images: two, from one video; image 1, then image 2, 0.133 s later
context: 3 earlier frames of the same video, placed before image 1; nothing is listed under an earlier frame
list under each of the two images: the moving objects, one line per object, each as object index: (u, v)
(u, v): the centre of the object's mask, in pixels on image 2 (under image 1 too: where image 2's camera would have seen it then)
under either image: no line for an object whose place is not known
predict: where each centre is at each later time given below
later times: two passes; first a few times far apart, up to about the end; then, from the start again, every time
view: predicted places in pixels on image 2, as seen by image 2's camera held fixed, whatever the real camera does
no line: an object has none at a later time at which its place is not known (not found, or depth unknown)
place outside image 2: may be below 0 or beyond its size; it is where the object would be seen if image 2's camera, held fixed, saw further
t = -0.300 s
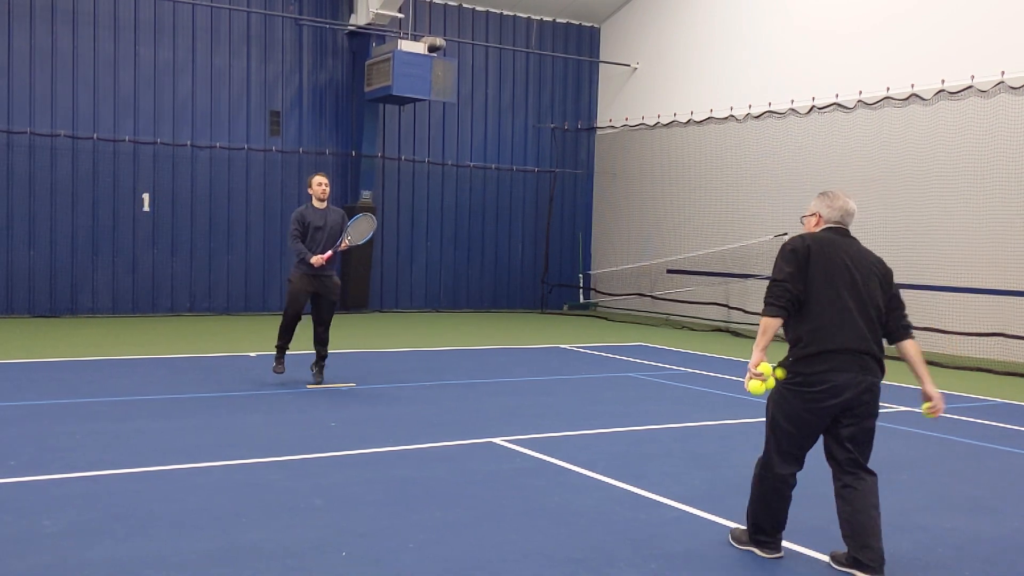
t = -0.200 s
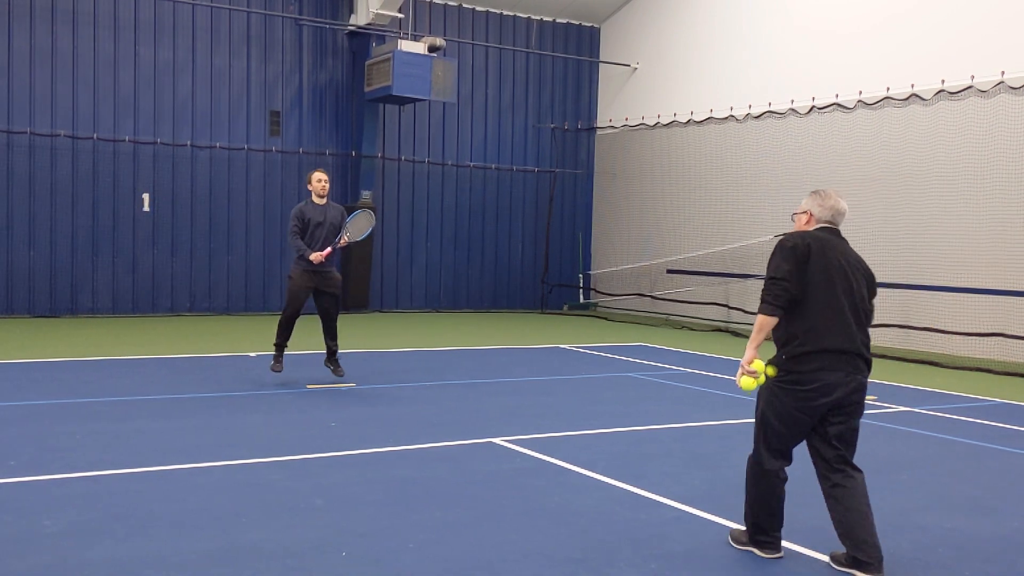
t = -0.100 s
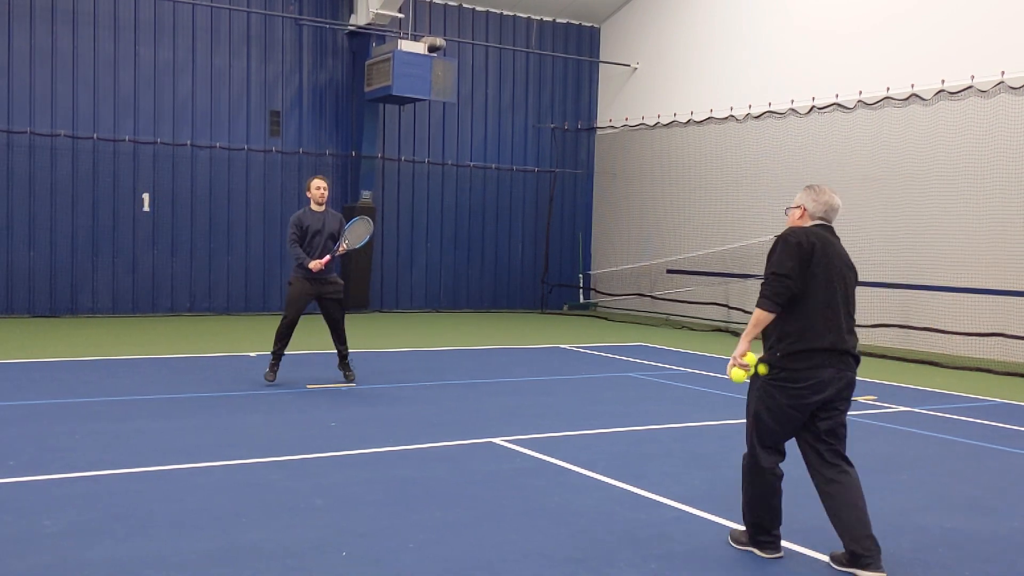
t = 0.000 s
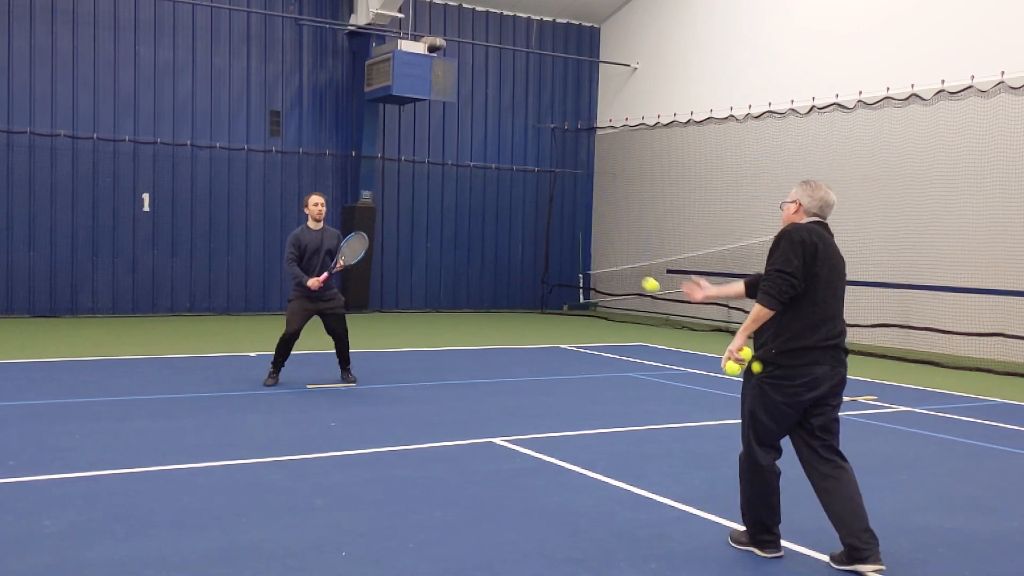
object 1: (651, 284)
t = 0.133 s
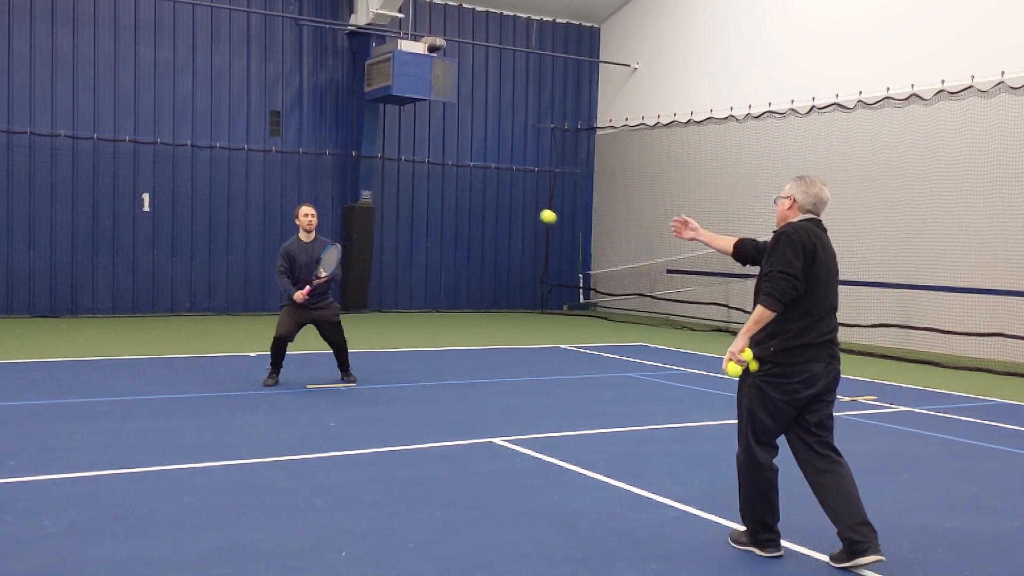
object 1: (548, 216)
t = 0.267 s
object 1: (458, 187)
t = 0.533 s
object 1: (305, 222)
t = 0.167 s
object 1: (524, 205)
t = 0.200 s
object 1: (502, 197)
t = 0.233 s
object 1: (479, 191)
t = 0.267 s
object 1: (458, 187)
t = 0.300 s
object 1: (436, 185)
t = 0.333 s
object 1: (417, 185)
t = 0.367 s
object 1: (397, 186)
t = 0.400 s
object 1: (377, 190)
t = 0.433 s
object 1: (358, 196)
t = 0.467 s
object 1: (340, 203)
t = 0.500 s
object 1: (322, 211)
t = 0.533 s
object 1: (305, 222)
